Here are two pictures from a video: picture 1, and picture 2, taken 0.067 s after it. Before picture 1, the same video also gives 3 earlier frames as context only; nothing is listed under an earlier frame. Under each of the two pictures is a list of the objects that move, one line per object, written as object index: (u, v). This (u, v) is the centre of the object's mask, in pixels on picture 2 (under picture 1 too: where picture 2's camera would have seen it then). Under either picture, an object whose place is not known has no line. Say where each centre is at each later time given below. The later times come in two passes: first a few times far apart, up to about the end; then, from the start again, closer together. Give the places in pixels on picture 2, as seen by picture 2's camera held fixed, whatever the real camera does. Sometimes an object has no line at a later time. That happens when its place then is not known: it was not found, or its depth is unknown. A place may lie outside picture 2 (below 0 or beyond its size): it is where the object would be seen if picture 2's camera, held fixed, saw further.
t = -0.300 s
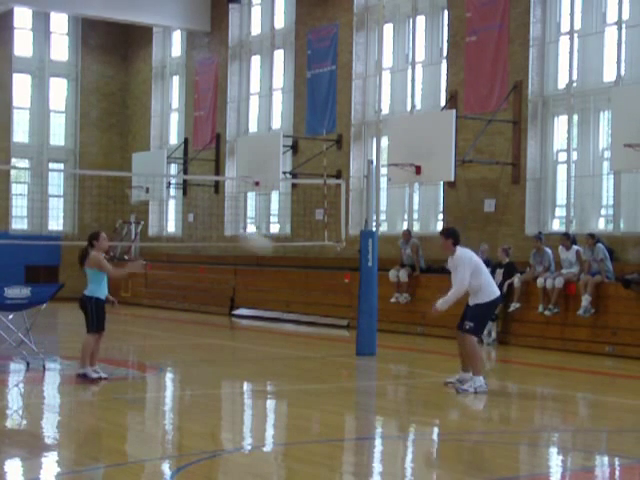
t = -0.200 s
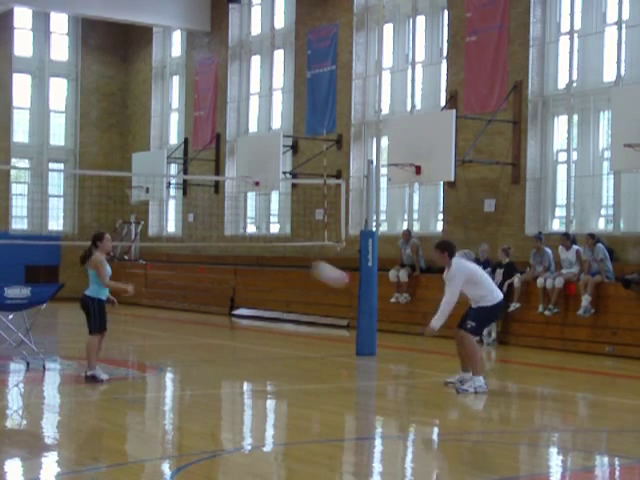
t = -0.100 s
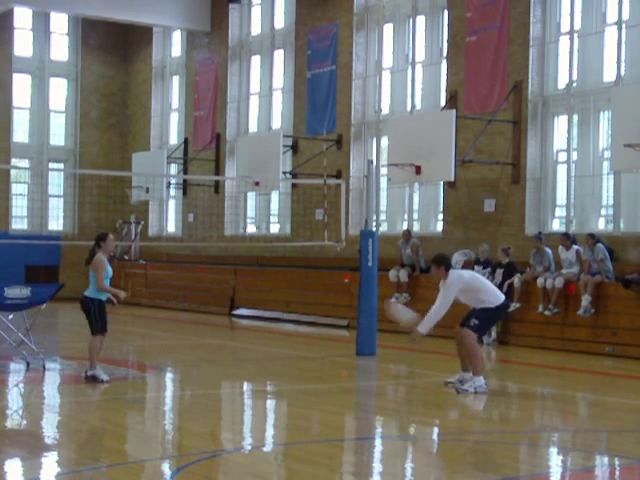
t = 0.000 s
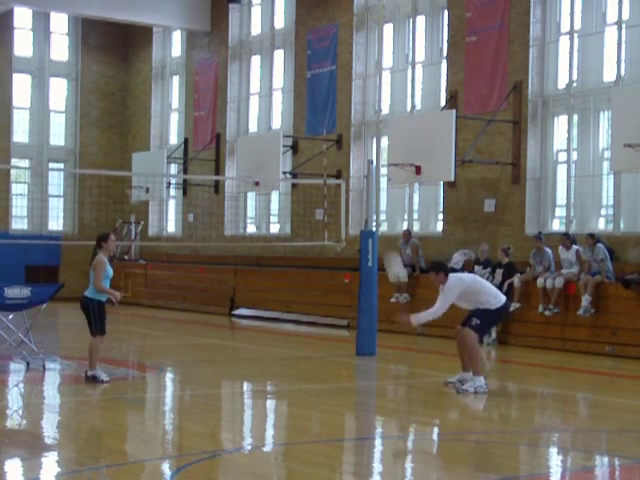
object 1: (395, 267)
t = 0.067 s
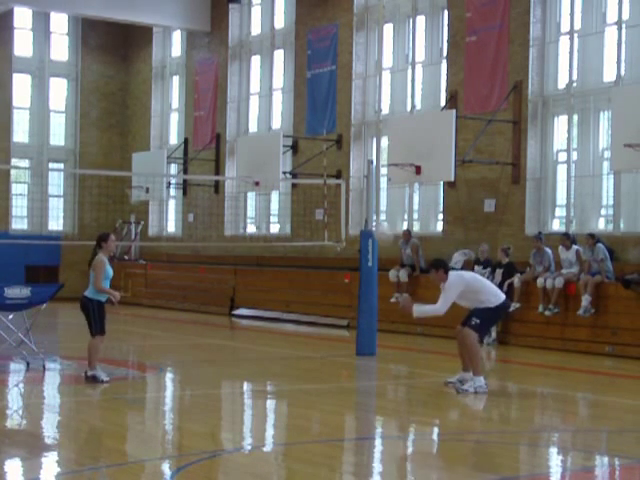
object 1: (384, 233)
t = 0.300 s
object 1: (335, 131)
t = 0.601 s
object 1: (280, 74)
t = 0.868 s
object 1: (228, 85)
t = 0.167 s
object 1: (361, 182)
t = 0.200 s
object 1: (352, 168)
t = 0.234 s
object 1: (346, 152)
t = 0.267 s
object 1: (341, 141)
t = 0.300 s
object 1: (335, 131)
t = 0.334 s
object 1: (329, 120)
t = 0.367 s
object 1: (323, 112)
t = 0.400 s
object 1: (316, 103)
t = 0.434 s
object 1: (310, 96)
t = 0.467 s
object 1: (304, 89)
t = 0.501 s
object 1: (298, 84)
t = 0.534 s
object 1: (293, 79)
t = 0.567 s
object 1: (288, 76)
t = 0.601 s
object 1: (280, 74)
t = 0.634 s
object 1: (271, 70)
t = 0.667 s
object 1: (266, 70)
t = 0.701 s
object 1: (263, 70)
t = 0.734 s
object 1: (255, 71)
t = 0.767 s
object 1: (247, 73)
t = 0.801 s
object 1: (242, 75)
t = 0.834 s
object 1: (234, 82)
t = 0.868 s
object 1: (228, 85)
